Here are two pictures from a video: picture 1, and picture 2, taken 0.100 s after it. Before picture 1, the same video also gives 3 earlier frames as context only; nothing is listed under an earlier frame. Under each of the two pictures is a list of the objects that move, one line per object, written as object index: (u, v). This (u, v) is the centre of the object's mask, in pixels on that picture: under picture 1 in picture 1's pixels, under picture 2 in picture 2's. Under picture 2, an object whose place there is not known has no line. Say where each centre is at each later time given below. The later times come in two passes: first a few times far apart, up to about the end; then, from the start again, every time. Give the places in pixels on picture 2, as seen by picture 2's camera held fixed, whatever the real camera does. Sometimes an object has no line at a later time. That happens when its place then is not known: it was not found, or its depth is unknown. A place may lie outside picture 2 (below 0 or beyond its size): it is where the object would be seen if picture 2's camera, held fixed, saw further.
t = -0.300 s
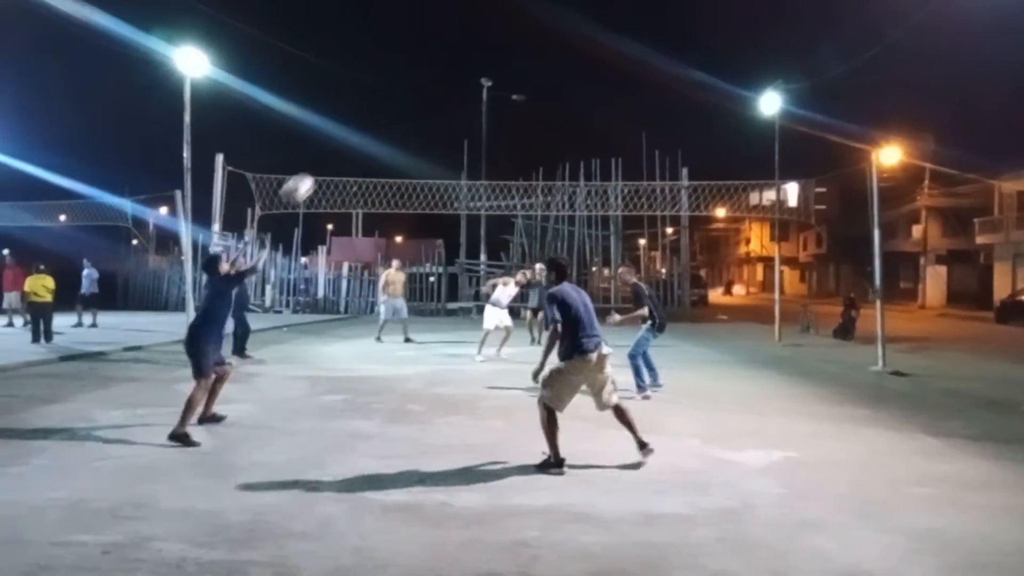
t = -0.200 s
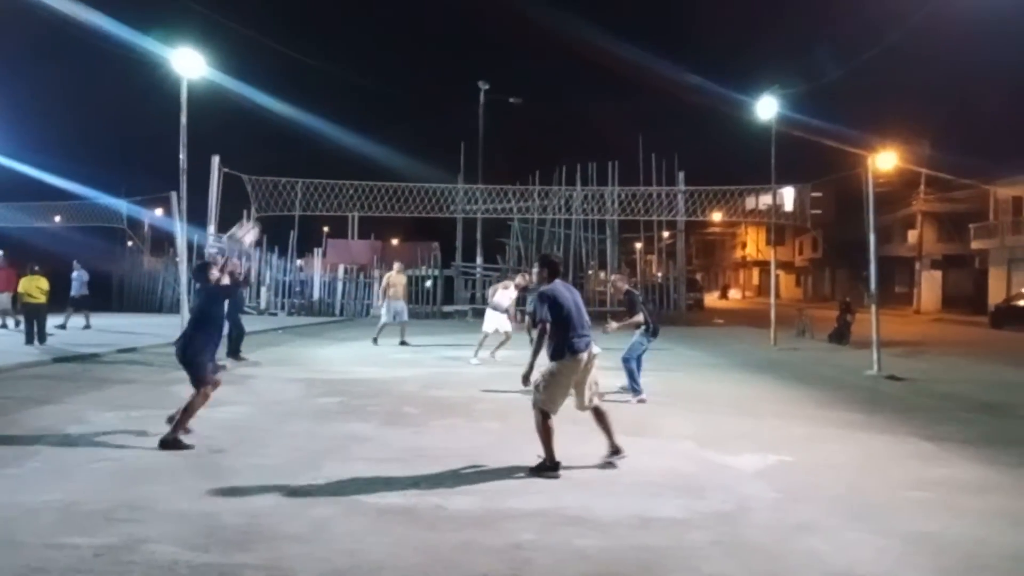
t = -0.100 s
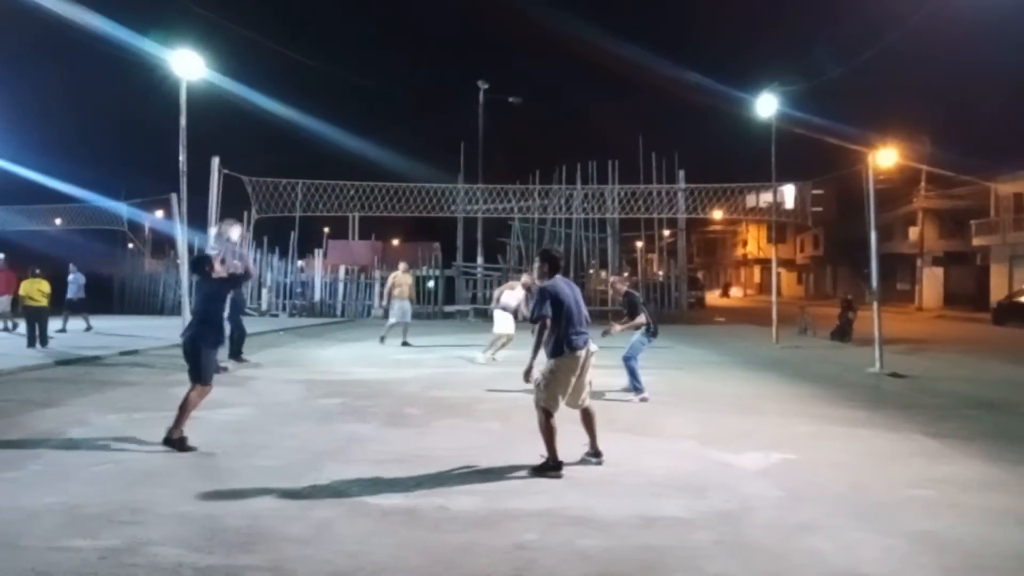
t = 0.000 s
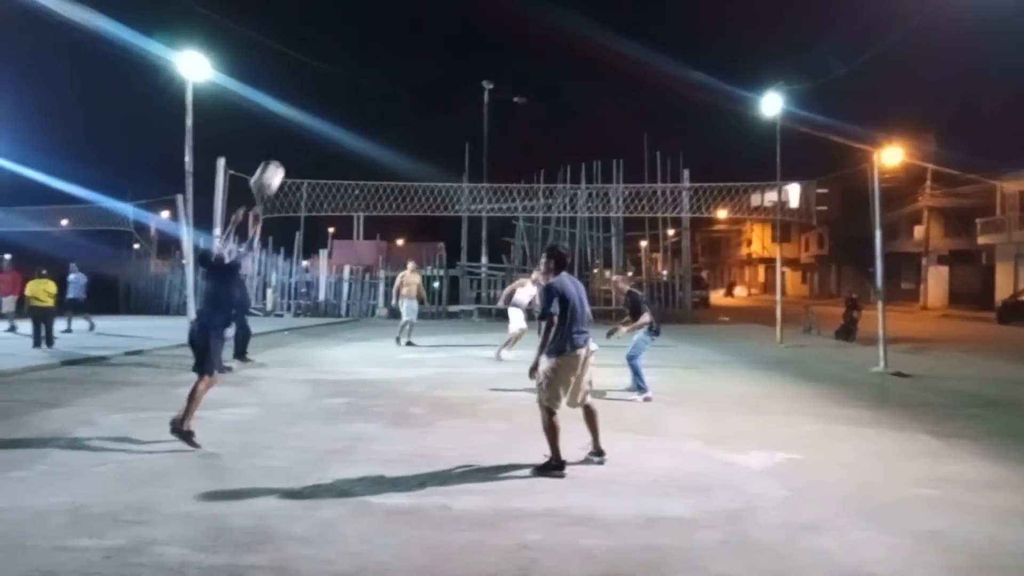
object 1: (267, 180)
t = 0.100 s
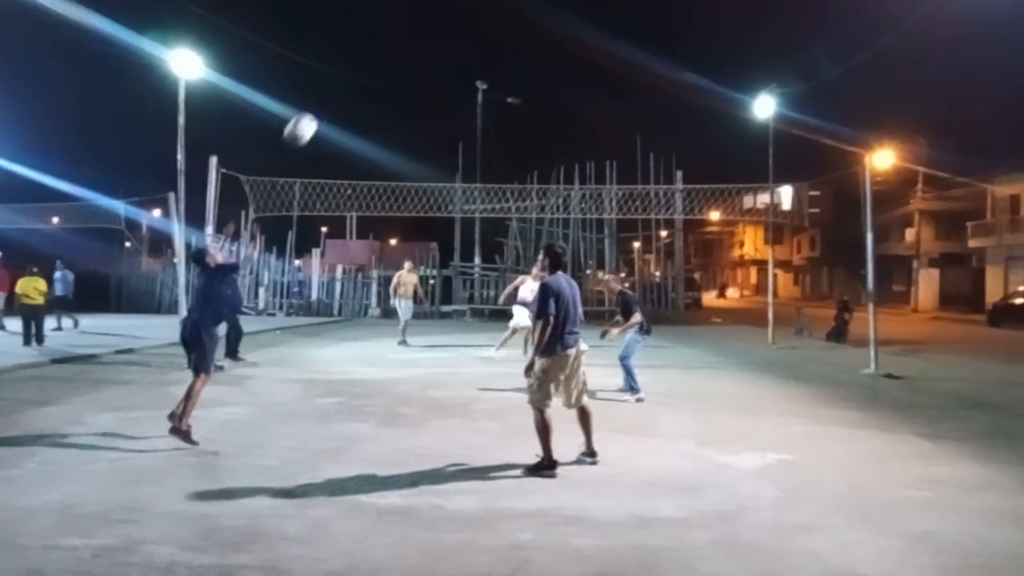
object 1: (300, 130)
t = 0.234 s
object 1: (350, 87)
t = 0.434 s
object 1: (414, 63)
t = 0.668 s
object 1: (477, 84)
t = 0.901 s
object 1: (529, 147)
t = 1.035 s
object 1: (555, 198)
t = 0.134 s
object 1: (314, 117)
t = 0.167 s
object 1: (326, 105)
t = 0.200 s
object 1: (338, 95)
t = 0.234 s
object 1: (350, 87)
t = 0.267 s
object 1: (361, 80)
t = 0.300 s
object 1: (372, 74)
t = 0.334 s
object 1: (384, 70)
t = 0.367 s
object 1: (394, 66)
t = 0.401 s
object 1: (404, 64)
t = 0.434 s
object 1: (414, 63)
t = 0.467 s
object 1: (423, 63)
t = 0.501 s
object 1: (433, 64)
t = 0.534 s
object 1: (442, 67)
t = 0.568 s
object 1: (451, 70)
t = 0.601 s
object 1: (460, 74)
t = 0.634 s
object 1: (468, 79)
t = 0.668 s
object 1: (477, 84)
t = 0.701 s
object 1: (485, 91)
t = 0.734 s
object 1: (493, 98)
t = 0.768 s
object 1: (501, 107)
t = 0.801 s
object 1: (508, 116)
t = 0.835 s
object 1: (515, 125)
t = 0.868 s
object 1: (522, 136)
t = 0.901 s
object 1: (529, 147)
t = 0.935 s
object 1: (535, 159)
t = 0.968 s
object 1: (542, 172)
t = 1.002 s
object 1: (548, 184)
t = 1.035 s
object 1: (555, 198)
